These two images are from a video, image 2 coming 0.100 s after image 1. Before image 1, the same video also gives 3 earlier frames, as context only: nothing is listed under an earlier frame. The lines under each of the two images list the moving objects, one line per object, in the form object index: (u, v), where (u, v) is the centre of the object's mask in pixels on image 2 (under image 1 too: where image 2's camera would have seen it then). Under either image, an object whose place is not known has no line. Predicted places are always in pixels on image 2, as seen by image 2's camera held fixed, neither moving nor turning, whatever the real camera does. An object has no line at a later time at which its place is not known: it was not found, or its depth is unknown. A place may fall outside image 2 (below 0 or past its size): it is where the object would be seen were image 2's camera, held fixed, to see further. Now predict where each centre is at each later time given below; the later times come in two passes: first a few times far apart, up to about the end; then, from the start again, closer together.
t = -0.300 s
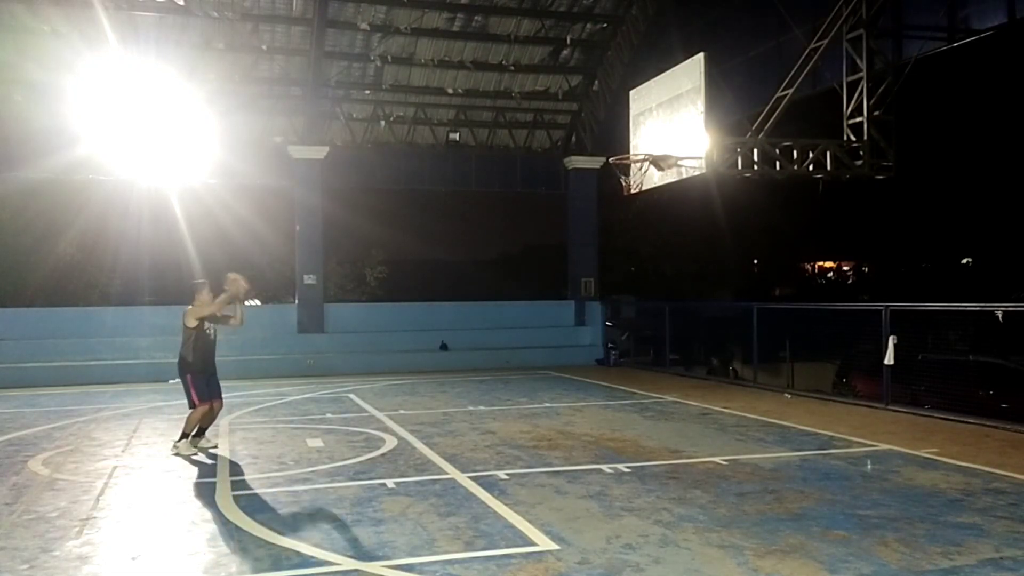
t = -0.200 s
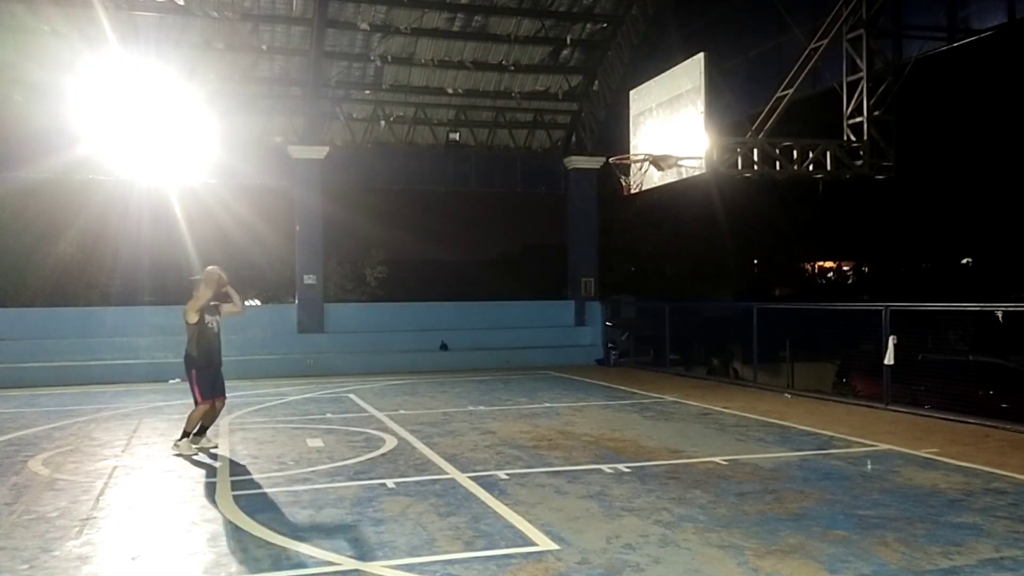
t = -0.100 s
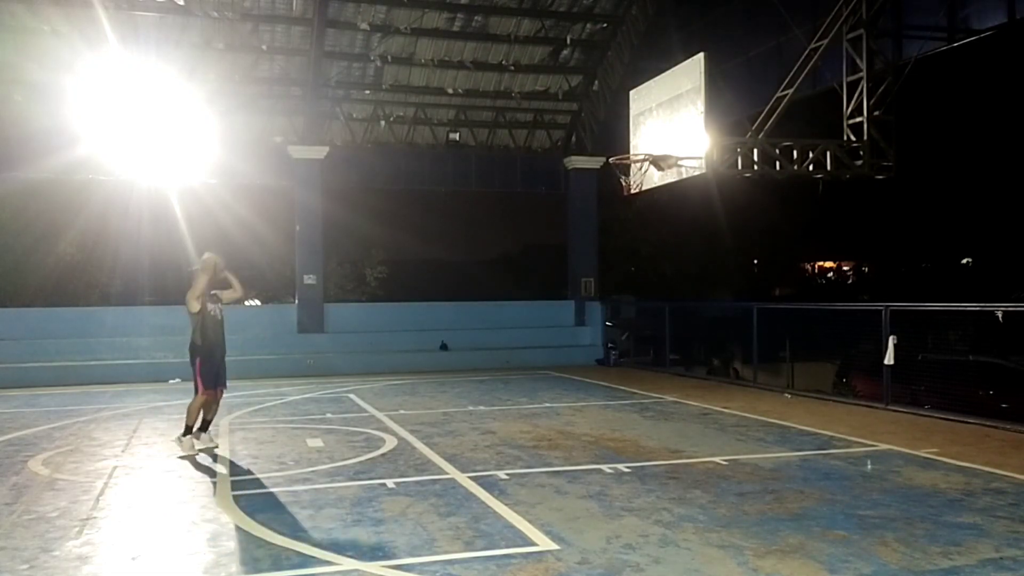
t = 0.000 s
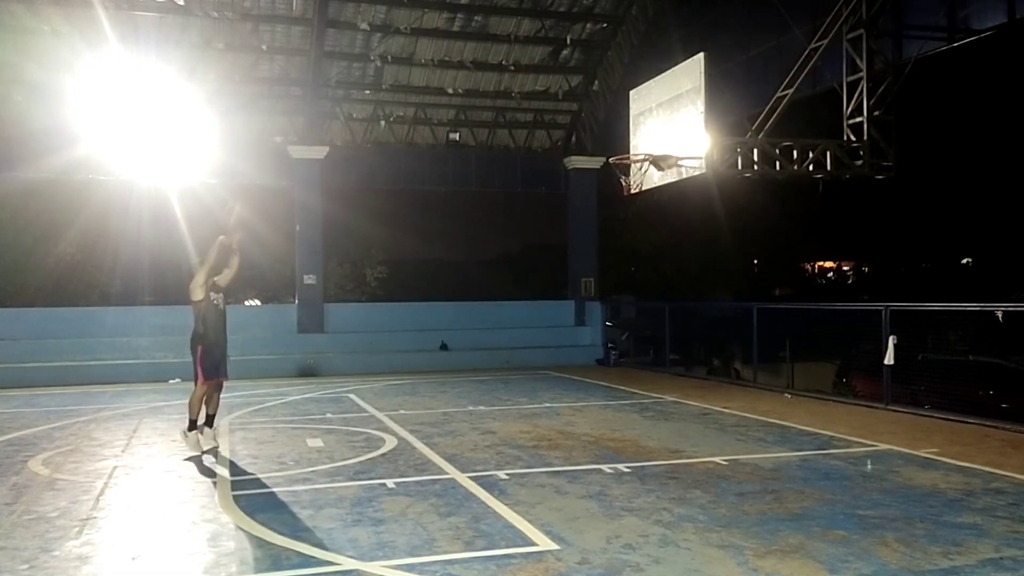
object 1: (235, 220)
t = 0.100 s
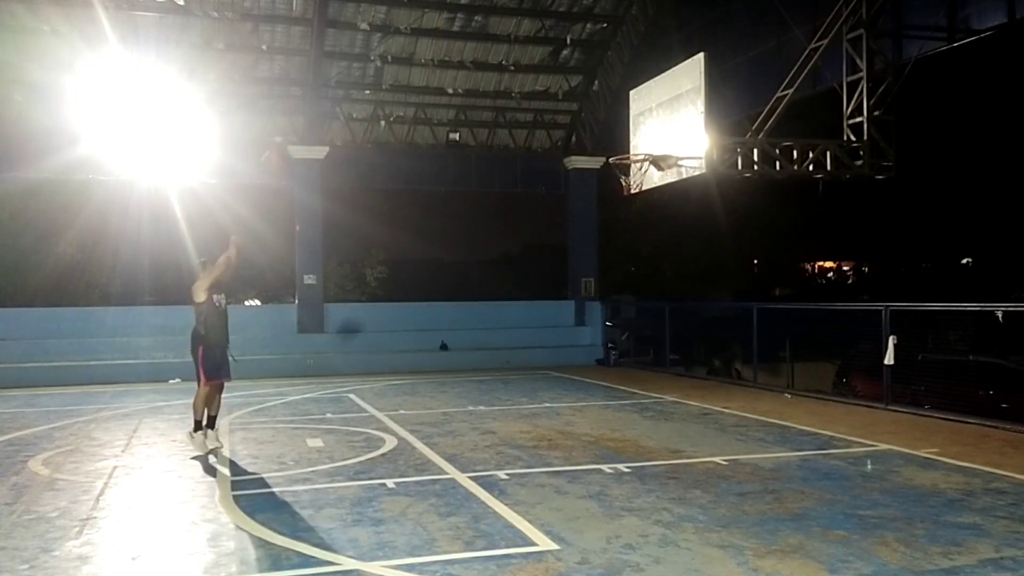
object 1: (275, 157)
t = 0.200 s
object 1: (314, 116)
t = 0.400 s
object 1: (388, 59)
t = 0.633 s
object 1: (472, 43)
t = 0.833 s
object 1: (539, 67)
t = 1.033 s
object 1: (605, 128)
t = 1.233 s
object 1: (648, 182)
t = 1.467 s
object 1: (657, 218)
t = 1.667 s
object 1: (666, 288)
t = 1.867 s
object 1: (676, 394)
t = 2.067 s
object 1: (676, 351)
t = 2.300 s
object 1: (672, 290)
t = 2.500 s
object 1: (670, 277)
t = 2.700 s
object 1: (667, 302)
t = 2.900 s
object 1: (666, 368)
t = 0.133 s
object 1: (287, 144)
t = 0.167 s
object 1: (301, 131)
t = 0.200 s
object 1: (314, 116)
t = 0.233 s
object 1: (327, 104)
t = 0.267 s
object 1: (338, 94)
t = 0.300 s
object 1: (351, 83)
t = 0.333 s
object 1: (364, 74)
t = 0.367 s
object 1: (377, 66)
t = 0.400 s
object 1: (388, 59)
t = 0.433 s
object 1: (400, 54)
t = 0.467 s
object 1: (412, 50)
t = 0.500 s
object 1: (424, 46)
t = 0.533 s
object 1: (436, 43)
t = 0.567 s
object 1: (448, 43)
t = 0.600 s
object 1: (460, 43)
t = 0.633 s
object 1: (472, 43)
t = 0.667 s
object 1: (483, 45)
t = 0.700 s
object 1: (495, 47)
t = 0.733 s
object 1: (506, 51)
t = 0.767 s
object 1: (517, 55)
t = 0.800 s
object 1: (529, 61)
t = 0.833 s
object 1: (539, 67)
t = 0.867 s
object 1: (551, 76)
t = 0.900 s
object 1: (561, 84)
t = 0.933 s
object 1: (573, 94)
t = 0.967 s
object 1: (584, 105)
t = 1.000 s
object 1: (595, 116)
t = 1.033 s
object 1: (605, 128)
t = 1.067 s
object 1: (616, 141)
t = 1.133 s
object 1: (637, 171)
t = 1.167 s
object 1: (645, 180)
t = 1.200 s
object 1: (647, 181)
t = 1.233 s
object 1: (648, 182)
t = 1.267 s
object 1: (649, 184)
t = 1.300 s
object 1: (651, 188)
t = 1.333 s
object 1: (652, 192)
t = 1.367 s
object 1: (653, 198)
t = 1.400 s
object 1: (654, 203)
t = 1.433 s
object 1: (656, 210)
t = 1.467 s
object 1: (657, 218)
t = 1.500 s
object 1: (659, 227)
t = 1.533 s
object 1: (660, 237)
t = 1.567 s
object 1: (661, 249)
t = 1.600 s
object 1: (663, 261)
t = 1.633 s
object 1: (665, 274)
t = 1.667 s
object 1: (666, 288)
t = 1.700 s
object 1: (668, 303)
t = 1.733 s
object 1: (669, 319)
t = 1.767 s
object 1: (671, 337)
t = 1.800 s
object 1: (672, 356)
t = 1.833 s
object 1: (674, 373)
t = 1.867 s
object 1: (676, 394)
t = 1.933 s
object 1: (678, 404)
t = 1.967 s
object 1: (676, 389)
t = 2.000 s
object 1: (676, 375)
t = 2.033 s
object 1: (676, 362)
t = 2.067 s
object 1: (676, 351)
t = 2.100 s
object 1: (675, 339)
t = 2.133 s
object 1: (675, 328)
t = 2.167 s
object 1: (674, 318)
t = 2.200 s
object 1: (673, 310)
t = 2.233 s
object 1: (673, 302)
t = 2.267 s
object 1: (673, 295)
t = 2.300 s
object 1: (672, 290)
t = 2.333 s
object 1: (672, 285)
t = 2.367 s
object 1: (671, 282)
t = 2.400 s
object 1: (671, 279)
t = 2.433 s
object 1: (670, 277)
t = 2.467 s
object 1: (670, 276)
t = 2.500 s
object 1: (670, 277)
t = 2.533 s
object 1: (669, 278)
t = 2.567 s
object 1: (669, 281)
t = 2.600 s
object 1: (669, 284)
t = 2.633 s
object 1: (668, 289)
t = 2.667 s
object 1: (668, 295)
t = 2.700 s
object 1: (667, 302)
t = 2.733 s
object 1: (667, 310)
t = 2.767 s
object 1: (667, 319)
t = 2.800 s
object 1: (667, 330)
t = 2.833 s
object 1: (667, 342)
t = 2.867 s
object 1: (666, 355)
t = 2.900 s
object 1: (666, 368)
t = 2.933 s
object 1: (665, 384)
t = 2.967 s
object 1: (666, 402)
